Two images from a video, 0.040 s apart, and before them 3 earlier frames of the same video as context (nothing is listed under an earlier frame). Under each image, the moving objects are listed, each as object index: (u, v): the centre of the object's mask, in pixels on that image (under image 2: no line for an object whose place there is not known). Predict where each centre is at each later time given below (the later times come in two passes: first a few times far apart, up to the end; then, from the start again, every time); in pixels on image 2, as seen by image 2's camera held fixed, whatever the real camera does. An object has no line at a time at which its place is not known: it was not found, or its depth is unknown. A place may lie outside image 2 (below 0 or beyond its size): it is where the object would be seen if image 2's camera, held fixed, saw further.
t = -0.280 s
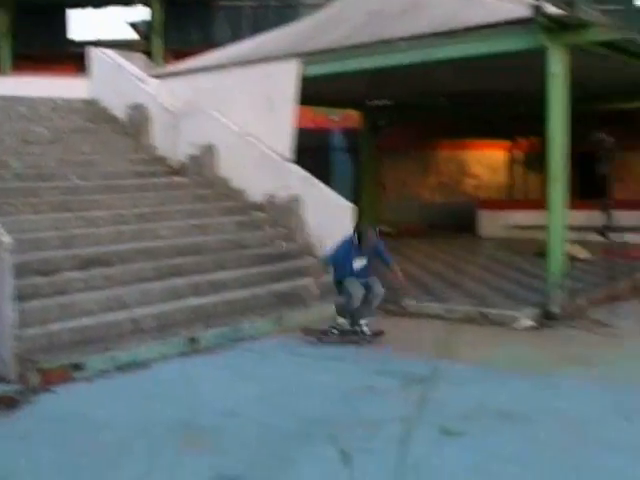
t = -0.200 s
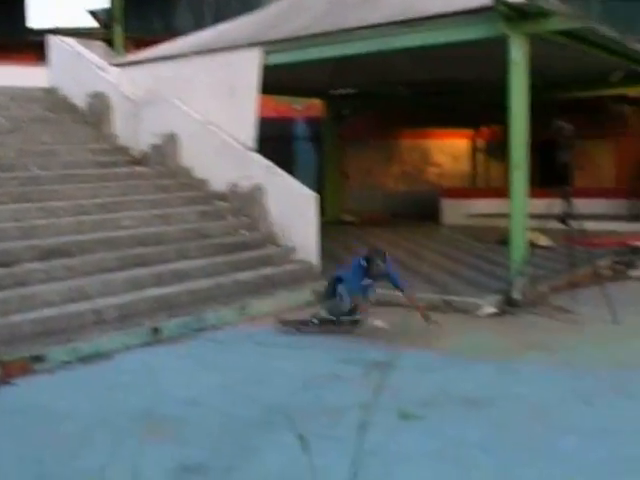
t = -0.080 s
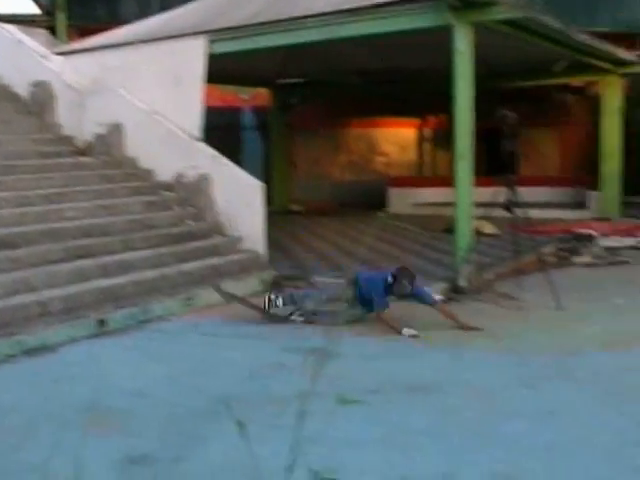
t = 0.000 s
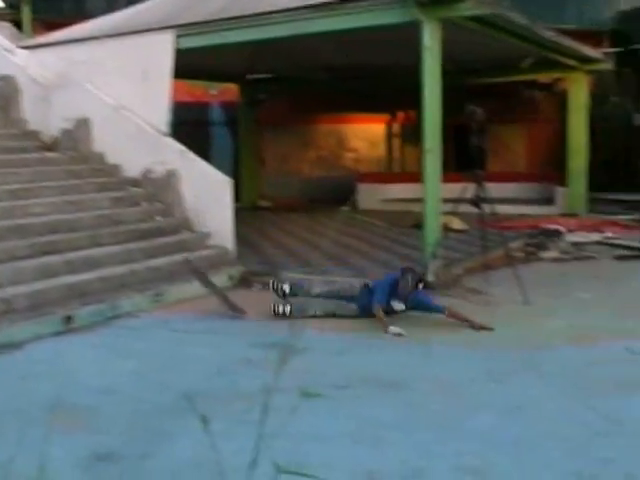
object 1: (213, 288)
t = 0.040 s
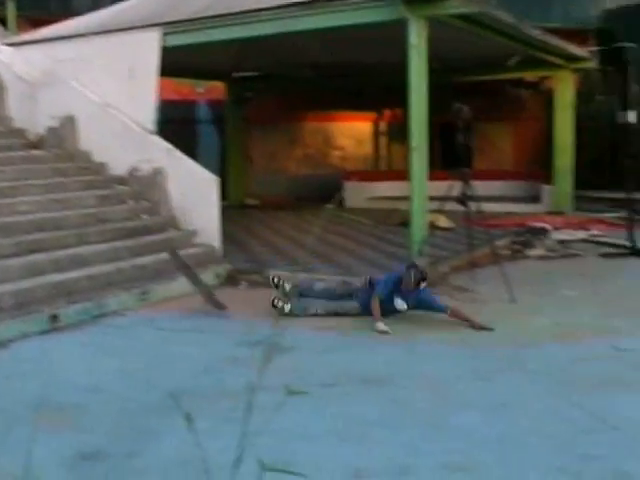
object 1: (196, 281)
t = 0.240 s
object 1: (186, 281)
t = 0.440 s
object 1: (181, 303)
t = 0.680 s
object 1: (175, 302)
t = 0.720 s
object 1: (174, 301)
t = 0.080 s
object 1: (194, 279)
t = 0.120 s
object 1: (192, 278)
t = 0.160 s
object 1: (189, 278)
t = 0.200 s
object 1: (187, 280)
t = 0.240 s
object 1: (186, 281)
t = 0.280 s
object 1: (184, 282)
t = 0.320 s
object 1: (183, 287)
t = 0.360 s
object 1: (181, 290)
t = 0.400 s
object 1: (180, 297)
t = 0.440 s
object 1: (181, 303)
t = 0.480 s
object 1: (180, 303)
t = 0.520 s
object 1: (179, 301)
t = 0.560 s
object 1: (178, 300)
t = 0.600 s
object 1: (177, 301)
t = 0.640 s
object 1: (177, 301)
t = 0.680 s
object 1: (175, 302)
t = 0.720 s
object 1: (174, 301)
